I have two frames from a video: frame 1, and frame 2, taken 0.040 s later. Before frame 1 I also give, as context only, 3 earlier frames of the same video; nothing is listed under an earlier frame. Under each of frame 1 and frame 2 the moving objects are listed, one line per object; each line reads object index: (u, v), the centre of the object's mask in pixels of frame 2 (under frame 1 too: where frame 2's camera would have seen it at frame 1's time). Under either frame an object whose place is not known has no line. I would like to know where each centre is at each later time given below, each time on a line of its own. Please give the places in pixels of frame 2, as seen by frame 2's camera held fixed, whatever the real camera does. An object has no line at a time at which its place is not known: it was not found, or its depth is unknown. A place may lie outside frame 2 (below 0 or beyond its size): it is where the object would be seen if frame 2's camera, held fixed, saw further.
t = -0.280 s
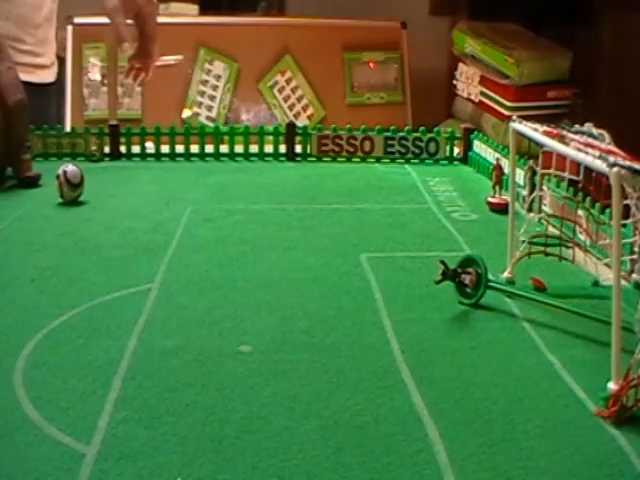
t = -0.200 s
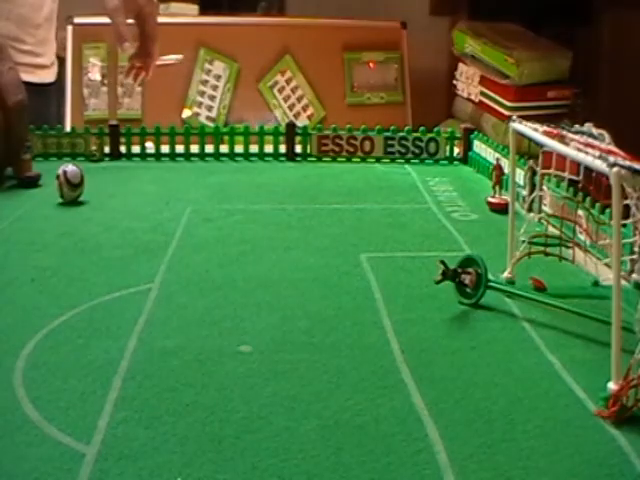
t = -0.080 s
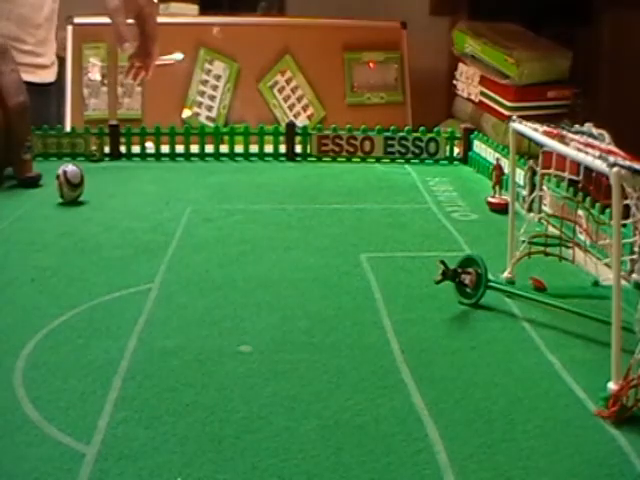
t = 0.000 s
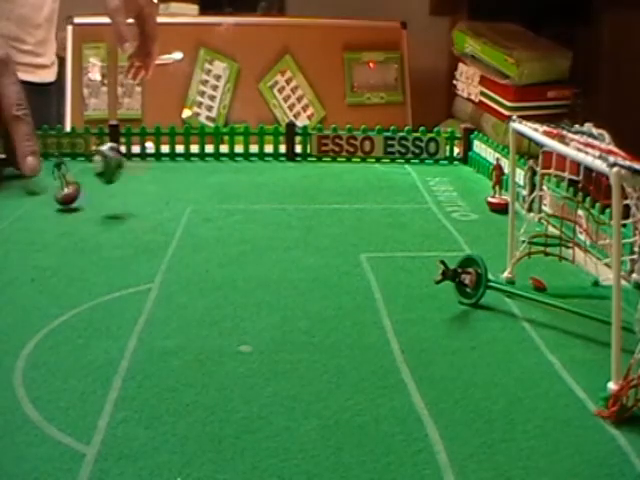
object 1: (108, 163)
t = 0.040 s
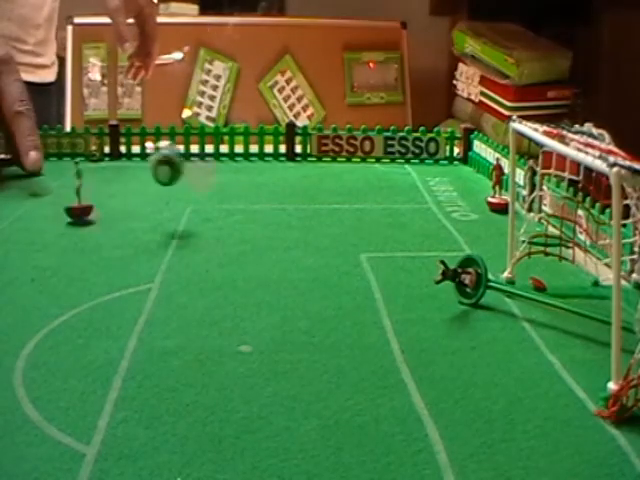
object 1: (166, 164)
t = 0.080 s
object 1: (237, 197)
